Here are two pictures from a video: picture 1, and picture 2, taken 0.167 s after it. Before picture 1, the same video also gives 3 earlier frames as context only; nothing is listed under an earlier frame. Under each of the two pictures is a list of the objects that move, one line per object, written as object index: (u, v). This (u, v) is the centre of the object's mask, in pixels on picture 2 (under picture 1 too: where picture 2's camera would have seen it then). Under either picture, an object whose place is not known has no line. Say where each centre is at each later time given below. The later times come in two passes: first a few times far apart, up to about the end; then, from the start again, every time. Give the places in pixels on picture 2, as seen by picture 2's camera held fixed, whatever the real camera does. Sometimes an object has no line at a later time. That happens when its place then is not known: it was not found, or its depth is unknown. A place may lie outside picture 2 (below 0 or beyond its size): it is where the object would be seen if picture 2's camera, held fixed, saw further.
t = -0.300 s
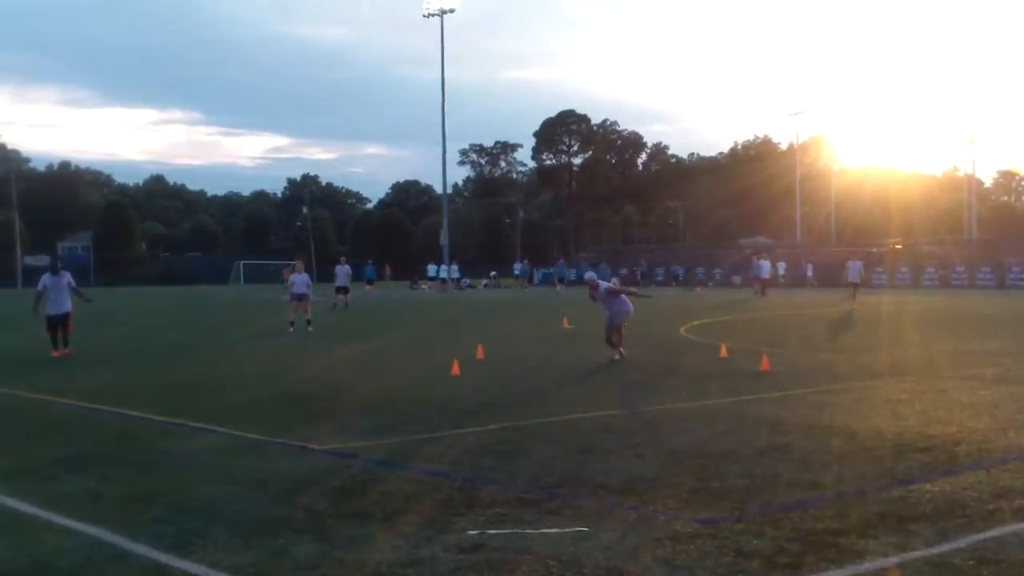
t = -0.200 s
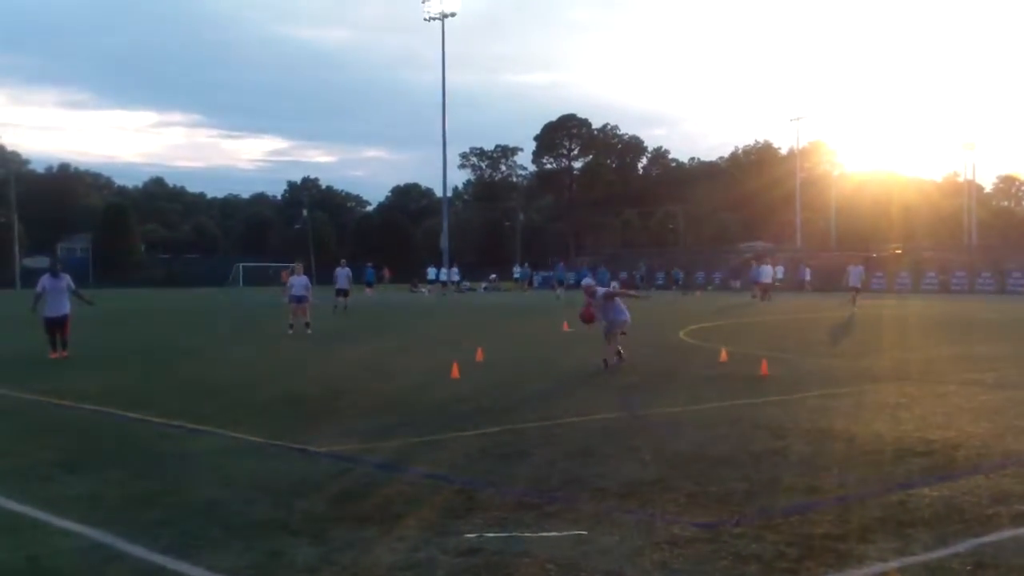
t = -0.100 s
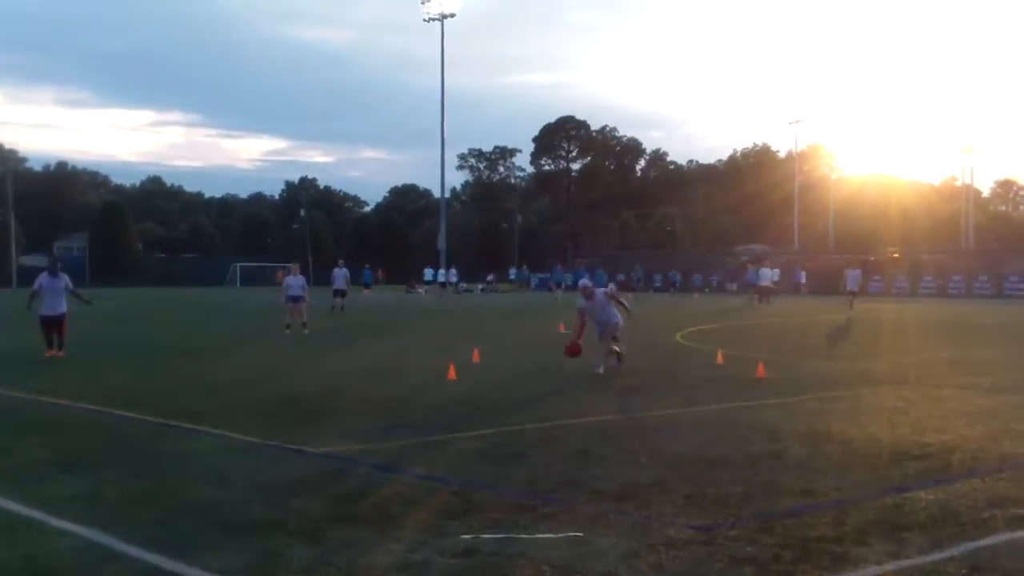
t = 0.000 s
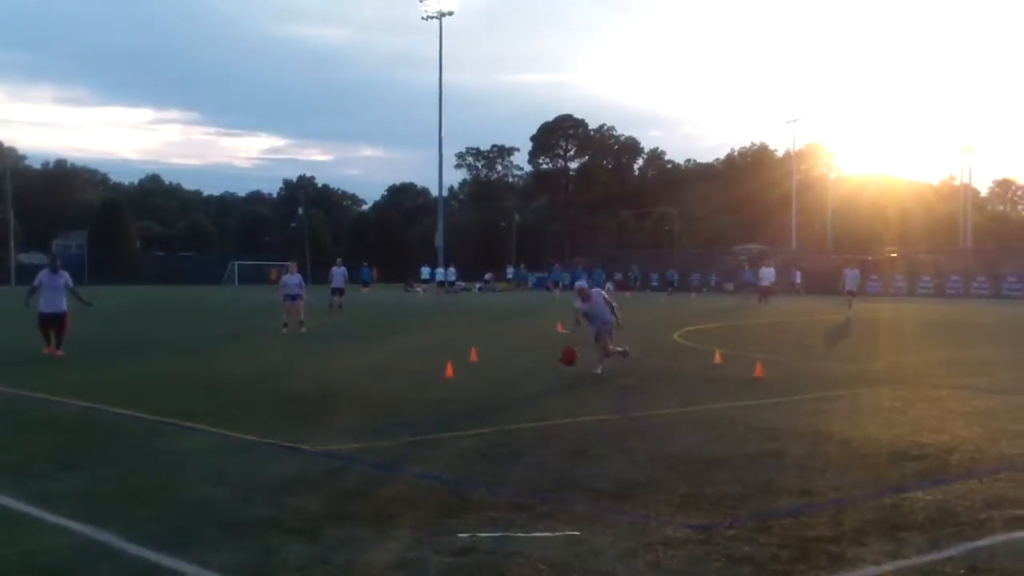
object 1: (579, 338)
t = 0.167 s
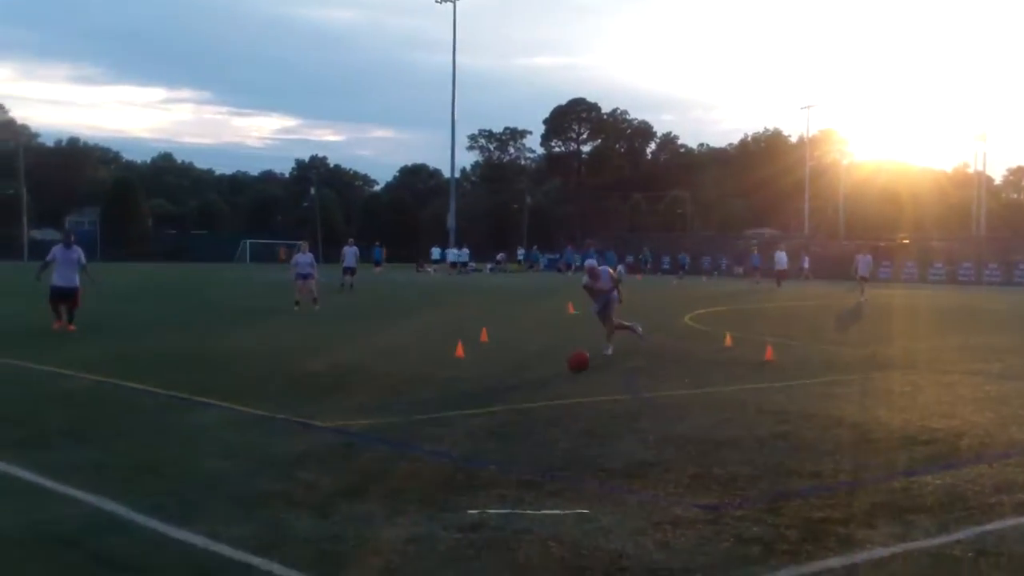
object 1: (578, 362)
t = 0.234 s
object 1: (578, 372)
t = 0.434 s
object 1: (582, 373)
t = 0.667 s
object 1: (589, 419)
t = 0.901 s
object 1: (604, 448)
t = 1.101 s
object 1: (620, 506)
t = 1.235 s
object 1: (640, 546)
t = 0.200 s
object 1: (578, 372)
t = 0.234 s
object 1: (578, 372)
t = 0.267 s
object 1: (580, 370)
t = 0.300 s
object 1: (579, 369)
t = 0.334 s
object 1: (580, 368)
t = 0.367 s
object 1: (580, 368)
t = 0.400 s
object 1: (581, 371)
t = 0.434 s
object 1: (582, 373)
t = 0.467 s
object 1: (583, 380)
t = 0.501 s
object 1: (584, 388)
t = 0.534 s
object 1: (584, 396)
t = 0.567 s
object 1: (585, 407)
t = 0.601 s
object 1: (586, 421)
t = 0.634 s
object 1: (587, 421)
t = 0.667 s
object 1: (589, 419)
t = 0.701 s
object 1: (591, 418)
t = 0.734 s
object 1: (594, 418)
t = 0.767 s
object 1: (596, 419)
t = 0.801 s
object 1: (598, 422)
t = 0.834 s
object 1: (601, 430)
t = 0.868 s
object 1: (602, 438)
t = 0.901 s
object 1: (604, 448)
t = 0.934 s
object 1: (607, 463)
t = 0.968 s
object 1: (608, 480)
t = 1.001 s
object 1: (612, 500)
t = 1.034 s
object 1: (615, 508)
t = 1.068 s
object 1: (617, 505)
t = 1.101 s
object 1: (620, 506)
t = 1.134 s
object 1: (624, 512)
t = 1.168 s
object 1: (630, 519)
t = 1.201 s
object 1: (634, 529)
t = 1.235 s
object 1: (640, 546)
